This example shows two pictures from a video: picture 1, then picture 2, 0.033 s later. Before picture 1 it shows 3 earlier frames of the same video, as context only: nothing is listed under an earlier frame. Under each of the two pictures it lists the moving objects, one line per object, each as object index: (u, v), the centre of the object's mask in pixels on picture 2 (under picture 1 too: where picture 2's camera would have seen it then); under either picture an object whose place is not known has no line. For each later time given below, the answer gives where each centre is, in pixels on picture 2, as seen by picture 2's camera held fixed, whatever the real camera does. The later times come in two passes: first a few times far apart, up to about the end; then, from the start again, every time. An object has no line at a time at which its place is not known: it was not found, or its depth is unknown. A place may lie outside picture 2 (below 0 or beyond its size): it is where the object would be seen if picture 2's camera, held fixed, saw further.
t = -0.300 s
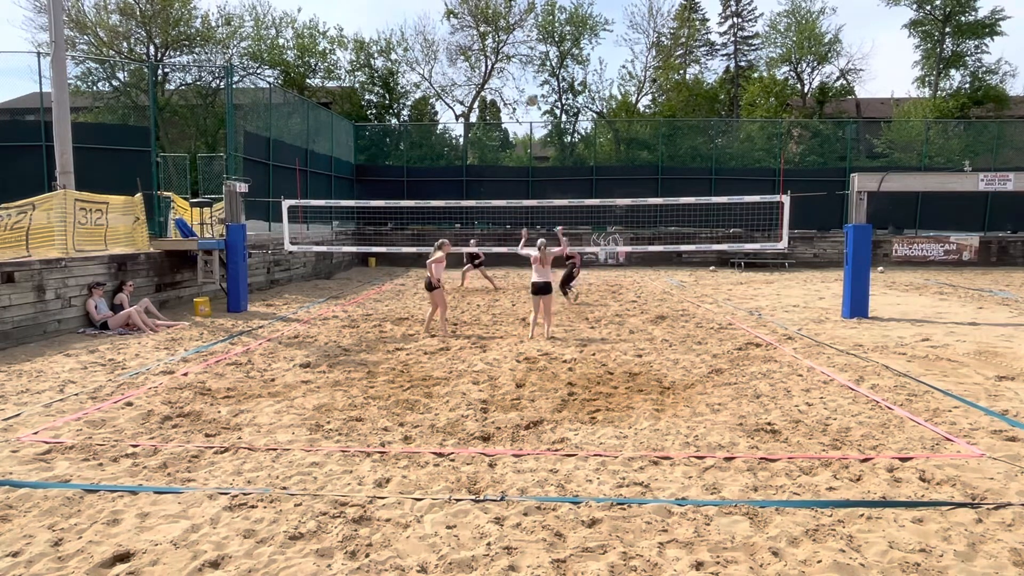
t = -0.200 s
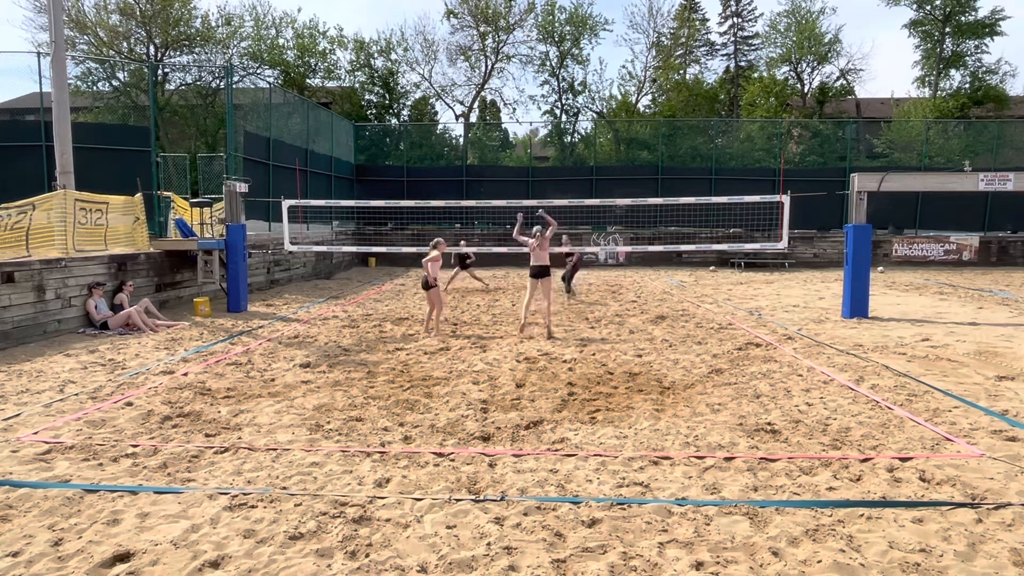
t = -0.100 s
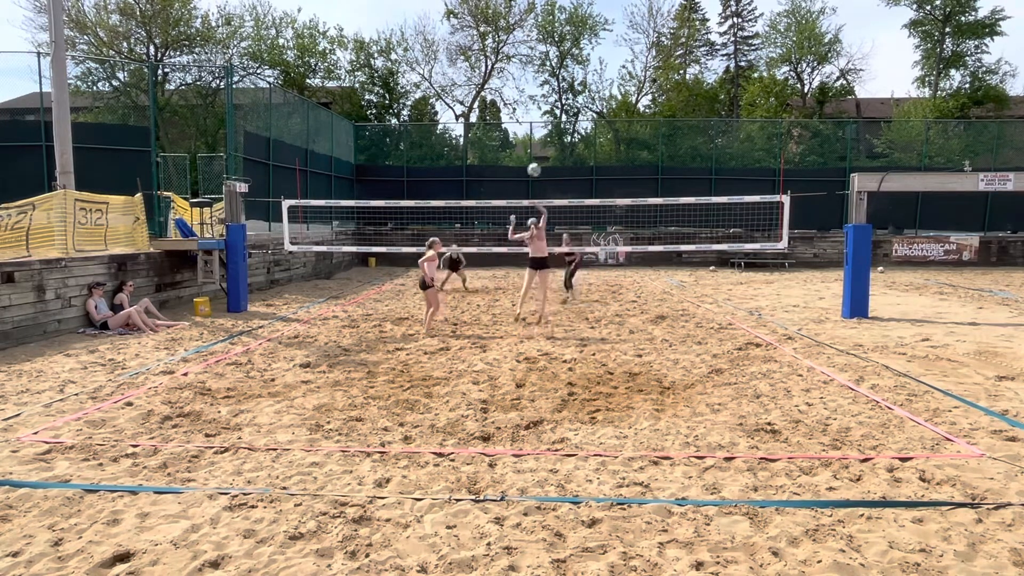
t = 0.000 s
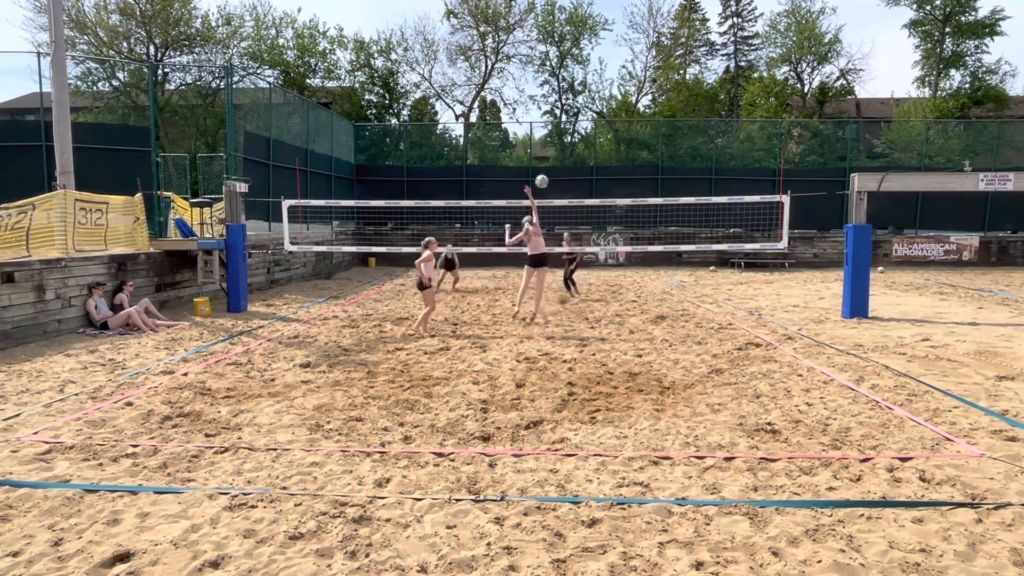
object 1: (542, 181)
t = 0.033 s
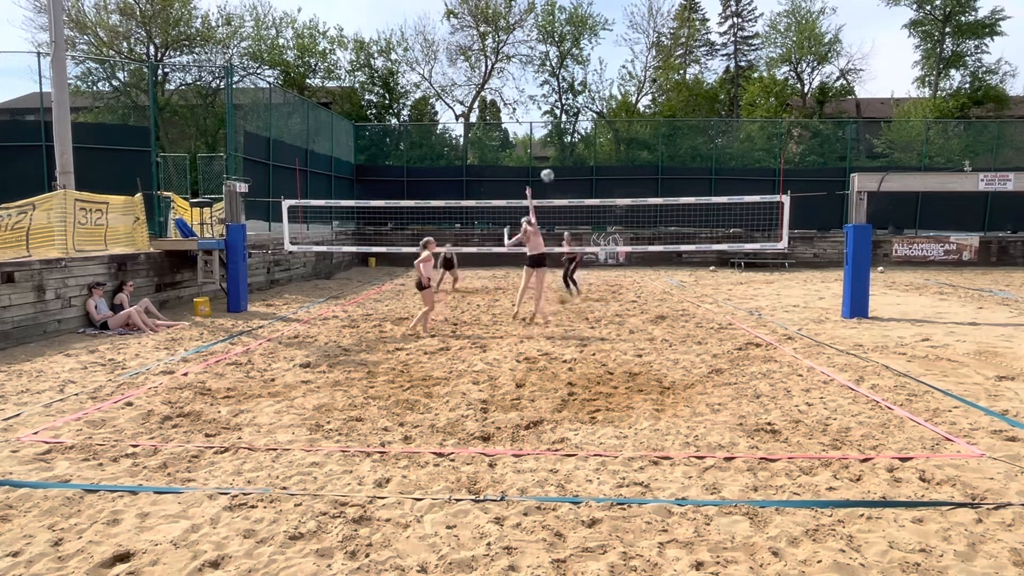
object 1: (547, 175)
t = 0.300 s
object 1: (586, 155)
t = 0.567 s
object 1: (618, 173)
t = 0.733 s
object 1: (635, 197)
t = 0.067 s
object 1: (552, 170)
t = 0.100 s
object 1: (557, 166)
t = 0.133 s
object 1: (562, 162)
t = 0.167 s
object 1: (567, 159)
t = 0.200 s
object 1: (572, 157)
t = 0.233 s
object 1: (577, 156)
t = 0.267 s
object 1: (581, 155)
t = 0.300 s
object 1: (586, 155)
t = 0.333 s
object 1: (590, 155)
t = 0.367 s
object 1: (594, 156)
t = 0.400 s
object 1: (599, 158)
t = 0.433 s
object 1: (603, 159)
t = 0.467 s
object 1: (607, 162)
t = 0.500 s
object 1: (610, 165)
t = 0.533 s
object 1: (614, 169)
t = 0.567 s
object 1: (618, 173)
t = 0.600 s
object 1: (621, 177)
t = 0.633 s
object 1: (625, 182)
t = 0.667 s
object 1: (628, 188)
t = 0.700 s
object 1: (631, 193)
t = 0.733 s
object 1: (635, 197)
